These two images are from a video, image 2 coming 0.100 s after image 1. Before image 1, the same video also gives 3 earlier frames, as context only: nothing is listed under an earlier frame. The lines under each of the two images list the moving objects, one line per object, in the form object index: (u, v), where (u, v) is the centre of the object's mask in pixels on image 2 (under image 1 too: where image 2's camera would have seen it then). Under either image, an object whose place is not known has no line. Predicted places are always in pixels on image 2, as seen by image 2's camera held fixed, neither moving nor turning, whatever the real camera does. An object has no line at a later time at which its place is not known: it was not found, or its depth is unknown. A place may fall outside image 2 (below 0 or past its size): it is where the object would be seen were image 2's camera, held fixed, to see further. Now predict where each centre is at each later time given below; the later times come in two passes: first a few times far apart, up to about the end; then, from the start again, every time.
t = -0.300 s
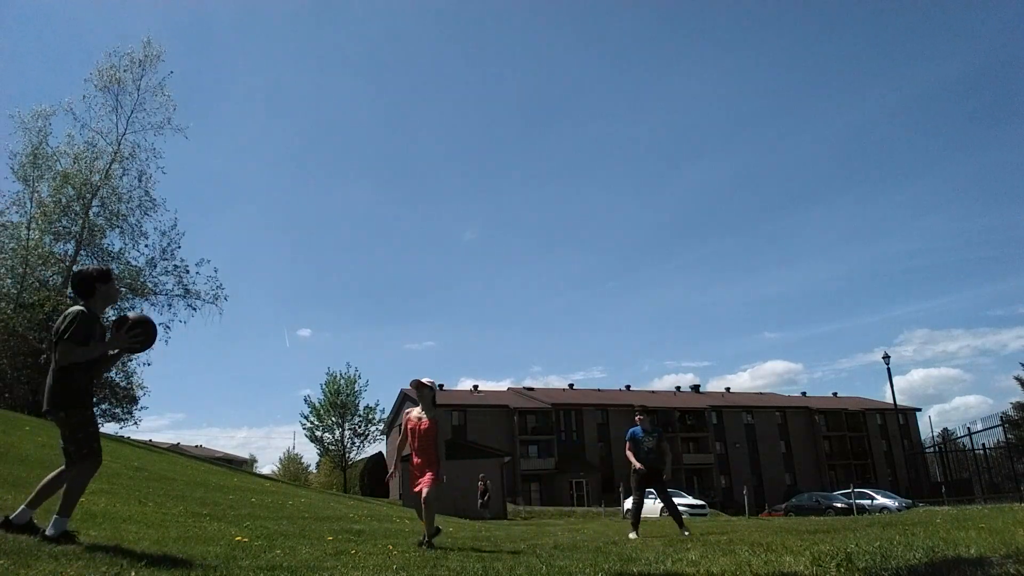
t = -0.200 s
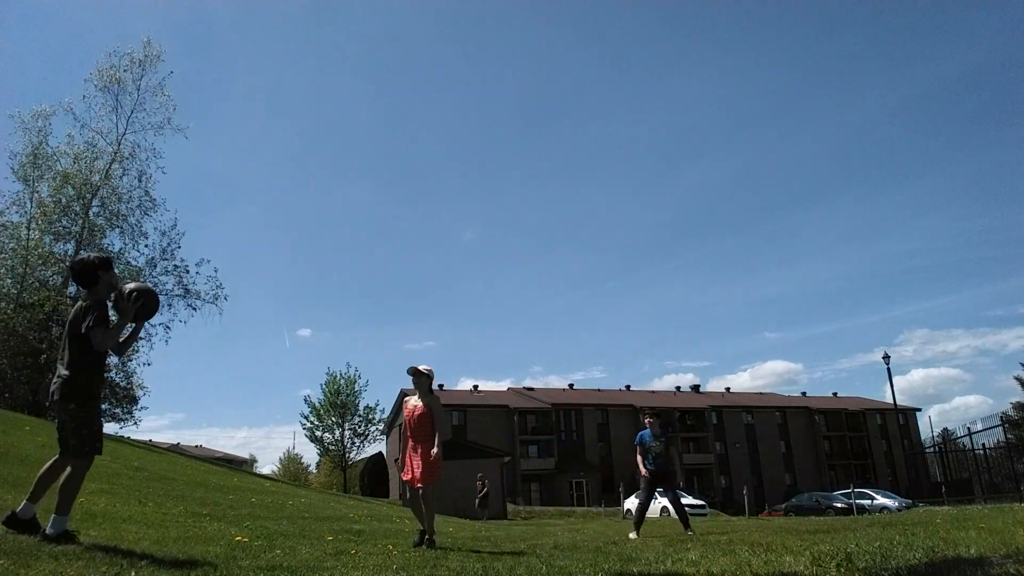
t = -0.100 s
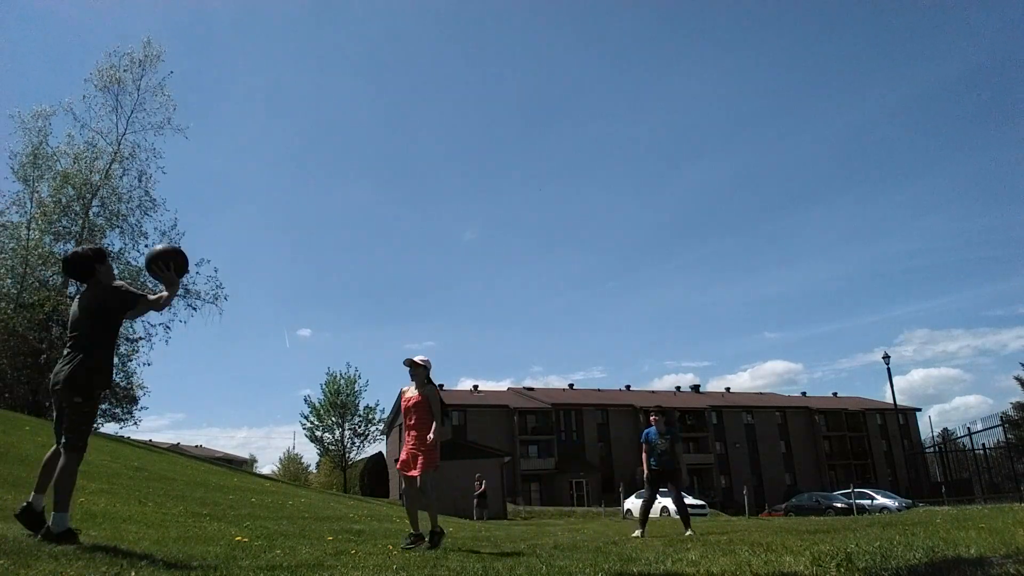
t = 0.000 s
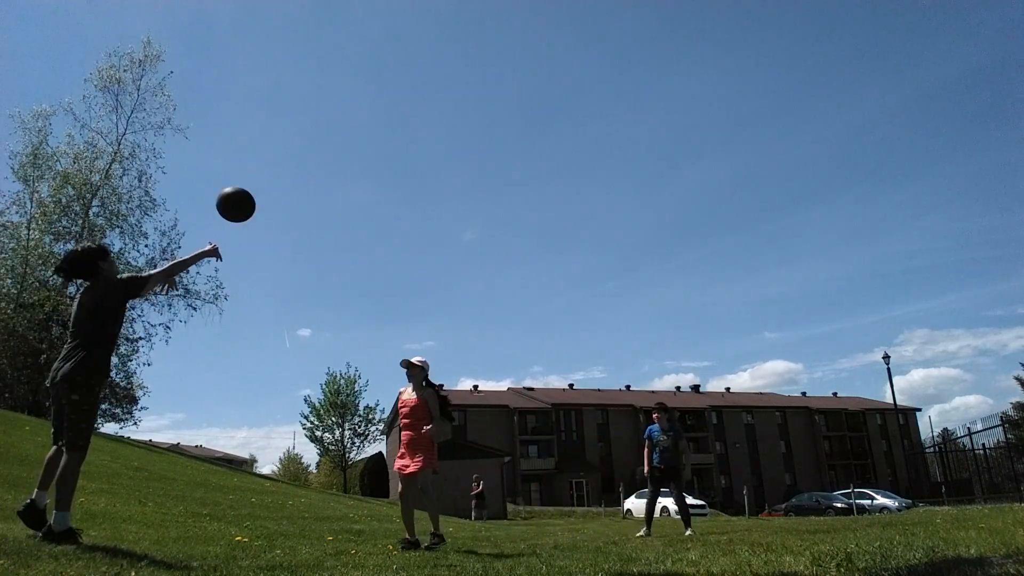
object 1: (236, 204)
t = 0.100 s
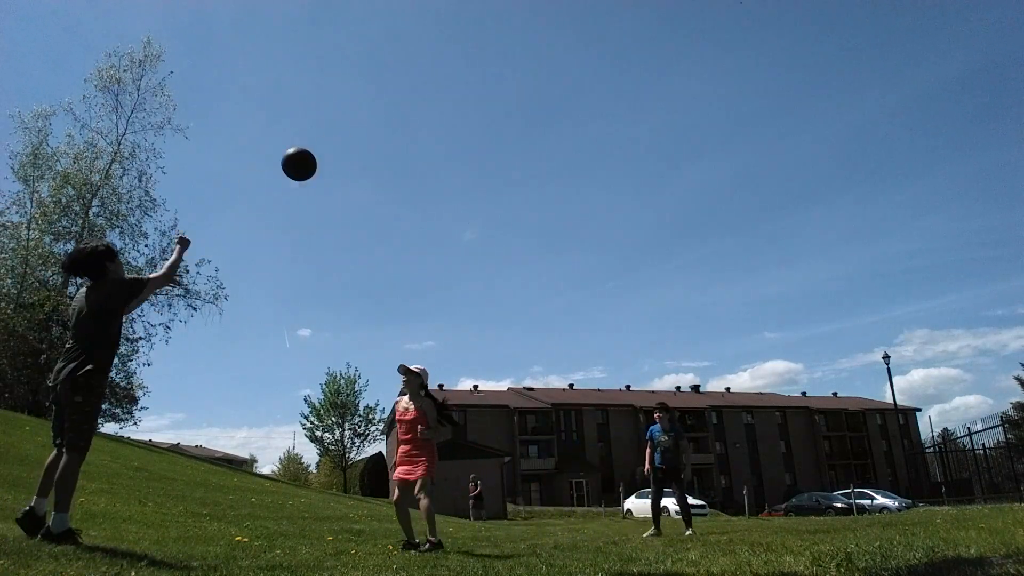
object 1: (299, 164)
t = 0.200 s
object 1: (354, 141)
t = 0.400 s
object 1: (446, 133)
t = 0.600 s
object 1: (522, 164)
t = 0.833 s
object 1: (602, 242)
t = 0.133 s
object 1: (318, 155)
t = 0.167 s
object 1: (336, 147)
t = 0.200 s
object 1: (354, 141)
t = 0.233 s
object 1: (371, 137)
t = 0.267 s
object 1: (387, 134)
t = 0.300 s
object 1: (402, 132)
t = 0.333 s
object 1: (417, 131)
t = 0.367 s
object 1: (432, 131)
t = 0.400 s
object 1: (446, 133)
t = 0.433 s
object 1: (459, 135)
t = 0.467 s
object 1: (472, 139)
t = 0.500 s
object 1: (485, 144)
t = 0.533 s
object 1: (498, 150)
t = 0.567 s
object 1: (510, 156)
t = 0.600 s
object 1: (522, 164)
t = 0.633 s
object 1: (534, 172)
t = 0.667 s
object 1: (546, 182)
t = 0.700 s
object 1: (557, 192)
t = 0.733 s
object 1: (568, 203)
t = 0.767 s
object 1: (580, 215)
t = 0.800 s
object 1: (591, 228)
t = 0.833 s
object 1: (602, 242)
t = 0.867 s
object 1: (613, 256)
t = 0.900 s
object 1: (624, 271)
